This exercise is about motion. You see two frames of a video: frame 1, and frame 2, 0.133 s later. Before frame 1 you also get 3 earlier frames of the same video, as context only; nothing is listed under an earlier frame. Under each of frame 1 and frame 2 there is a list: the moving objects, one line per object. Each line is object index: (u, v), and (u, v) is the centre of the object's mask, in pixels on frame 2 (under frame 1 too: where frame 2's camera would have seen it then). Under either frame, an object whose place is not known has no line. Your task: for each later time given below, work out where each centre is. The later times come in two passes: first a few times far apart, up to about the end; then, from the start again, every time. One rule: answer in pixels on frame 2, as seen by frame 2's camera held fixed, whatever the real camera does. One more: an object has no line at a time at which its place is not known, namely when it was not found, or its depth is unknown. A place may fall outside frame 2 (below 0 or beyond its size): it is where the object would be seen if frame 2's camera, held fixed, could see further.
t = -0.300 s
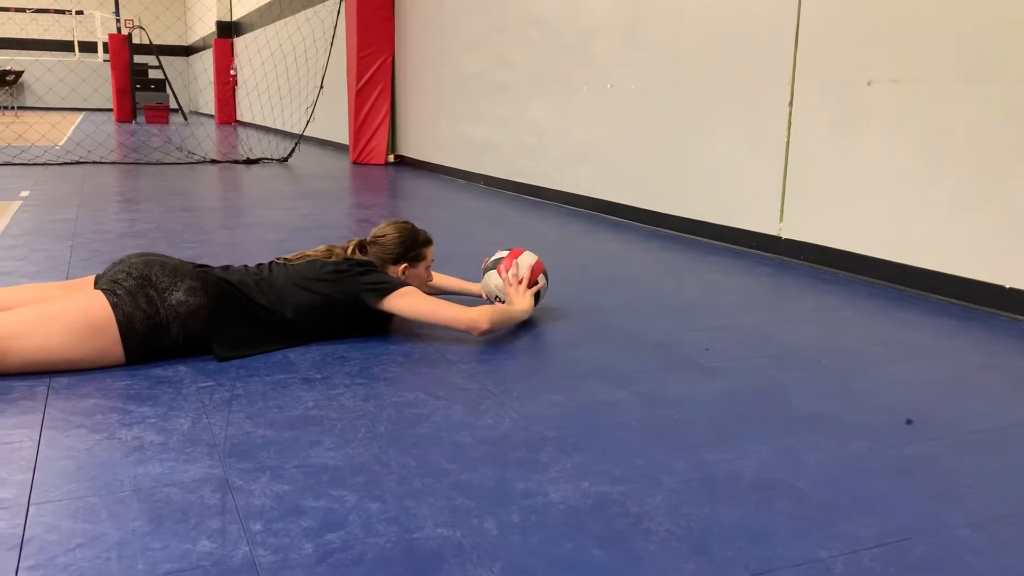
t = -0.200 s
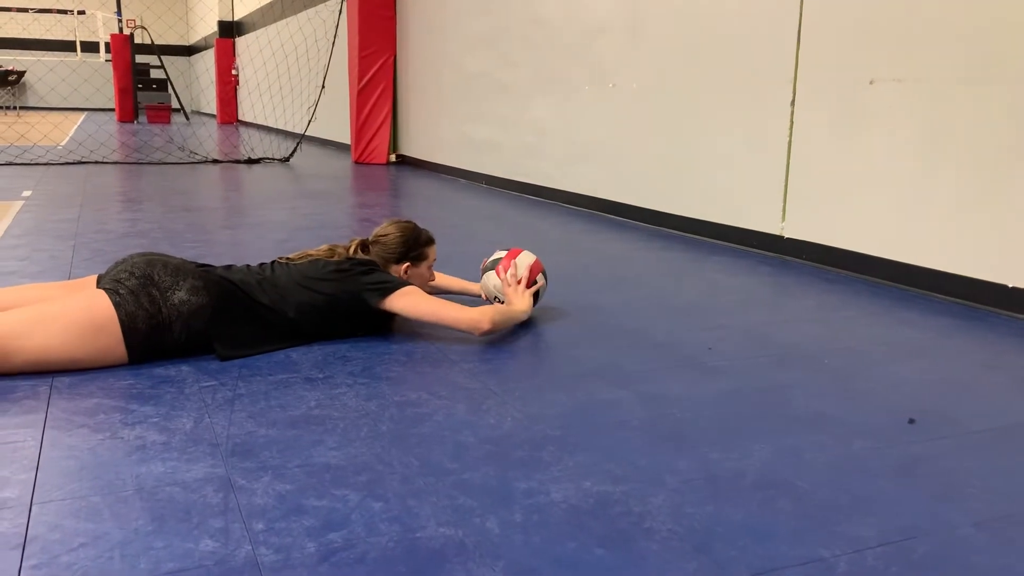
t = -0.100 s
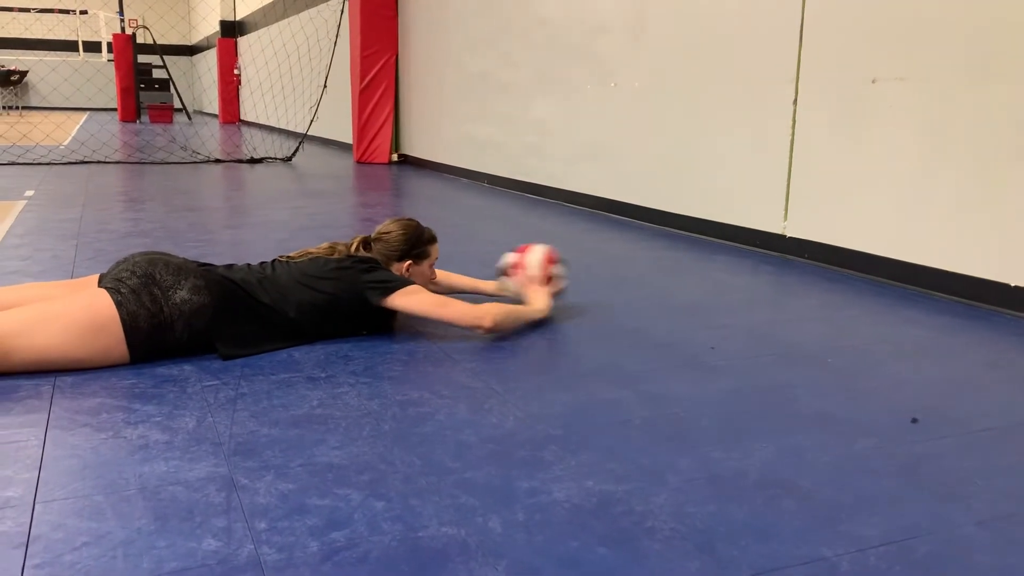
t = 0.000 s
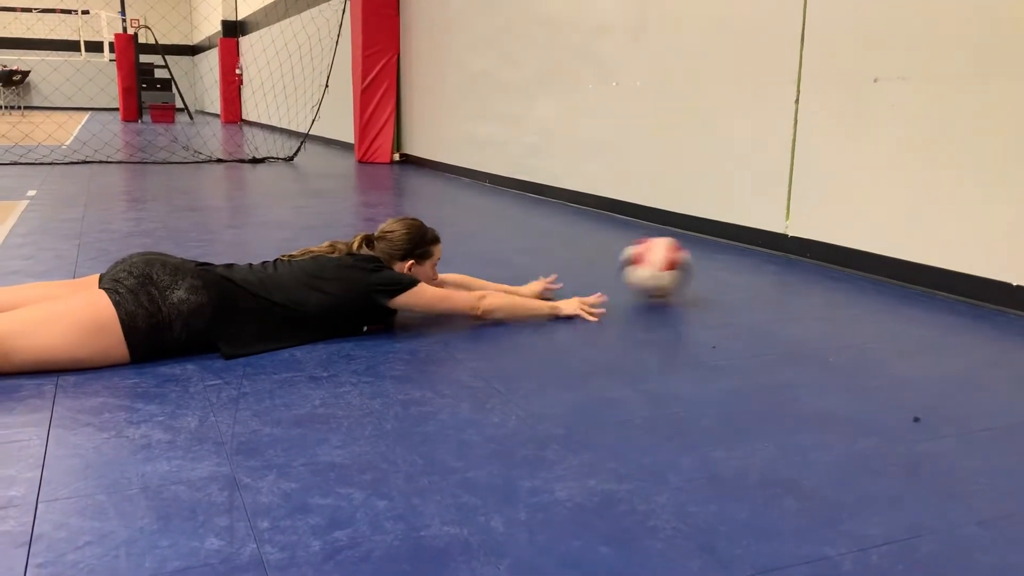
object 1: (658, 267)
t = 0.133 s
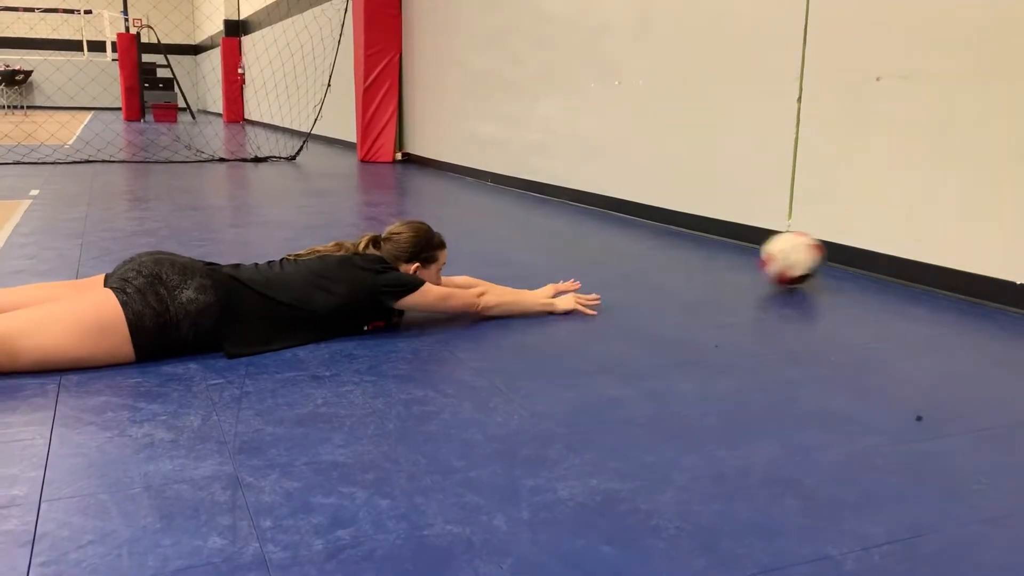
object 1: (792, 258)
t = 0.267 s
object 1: (867, 251)
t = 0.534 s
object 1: (724, 257)
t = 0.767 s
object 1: (642, 261)
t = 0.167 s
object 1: (818, 259)
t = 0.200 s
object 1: (843, 258)
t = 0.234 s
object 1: (868, 259)
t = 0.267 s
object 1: (867, 251)
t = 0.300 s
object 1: (849, 243)
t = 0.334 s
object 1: (831, 240)
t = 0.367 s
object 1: (814, 239)
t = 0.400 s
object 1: (795, 242)
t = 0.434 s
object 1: (775, 248)
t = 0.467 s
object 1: (755, 257)
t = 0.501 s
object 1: (736, 263)
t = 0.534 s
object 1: (724, 257)
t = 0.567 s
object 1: (713, 254)
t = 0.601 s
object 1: (700, 253)
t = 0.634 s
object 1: (687, 256)
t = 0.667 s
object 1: (675, 262)
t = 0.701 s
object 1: (661, 270)
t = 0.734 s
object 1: (651, 265)
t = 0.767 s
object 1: (642, 261)
